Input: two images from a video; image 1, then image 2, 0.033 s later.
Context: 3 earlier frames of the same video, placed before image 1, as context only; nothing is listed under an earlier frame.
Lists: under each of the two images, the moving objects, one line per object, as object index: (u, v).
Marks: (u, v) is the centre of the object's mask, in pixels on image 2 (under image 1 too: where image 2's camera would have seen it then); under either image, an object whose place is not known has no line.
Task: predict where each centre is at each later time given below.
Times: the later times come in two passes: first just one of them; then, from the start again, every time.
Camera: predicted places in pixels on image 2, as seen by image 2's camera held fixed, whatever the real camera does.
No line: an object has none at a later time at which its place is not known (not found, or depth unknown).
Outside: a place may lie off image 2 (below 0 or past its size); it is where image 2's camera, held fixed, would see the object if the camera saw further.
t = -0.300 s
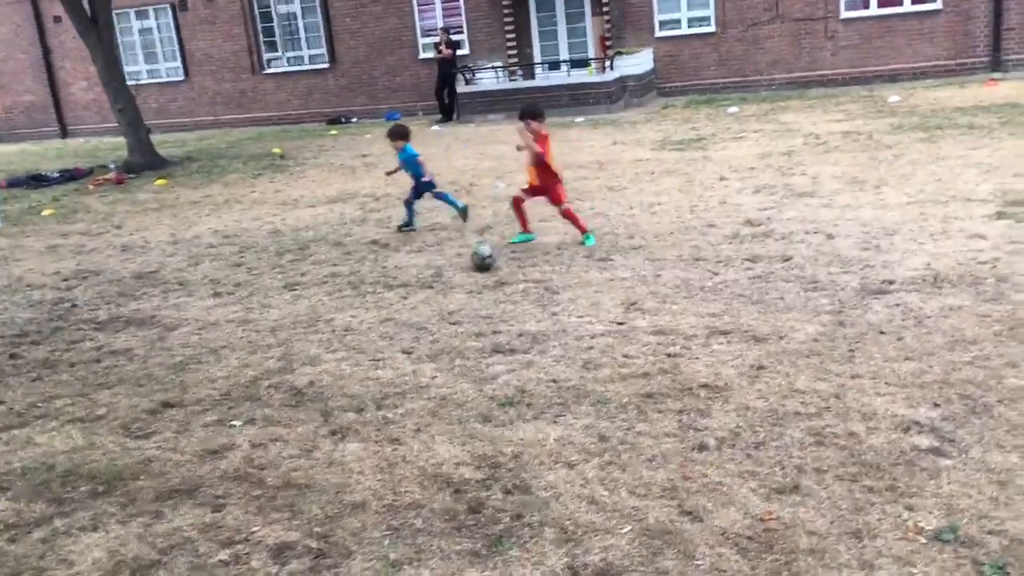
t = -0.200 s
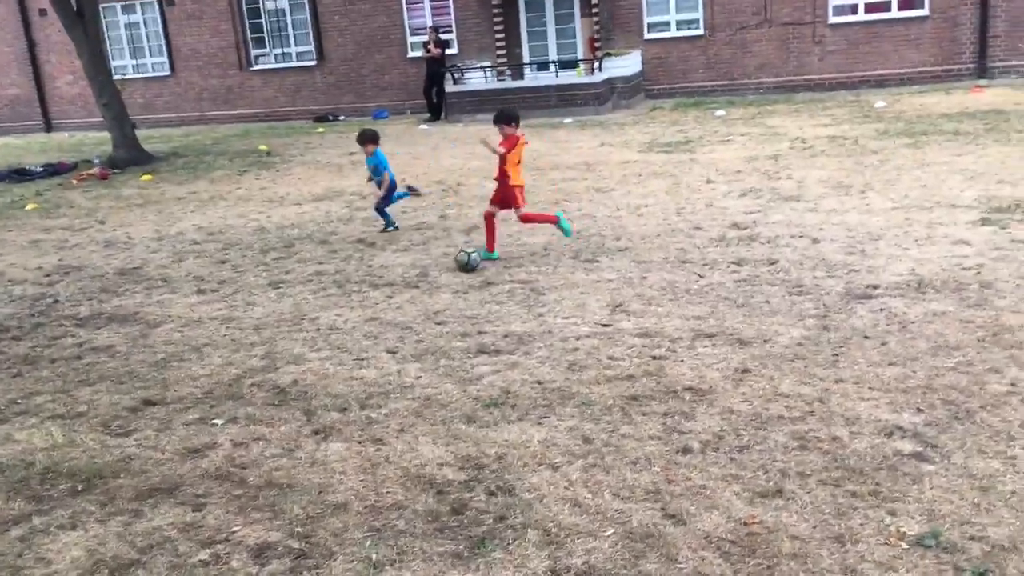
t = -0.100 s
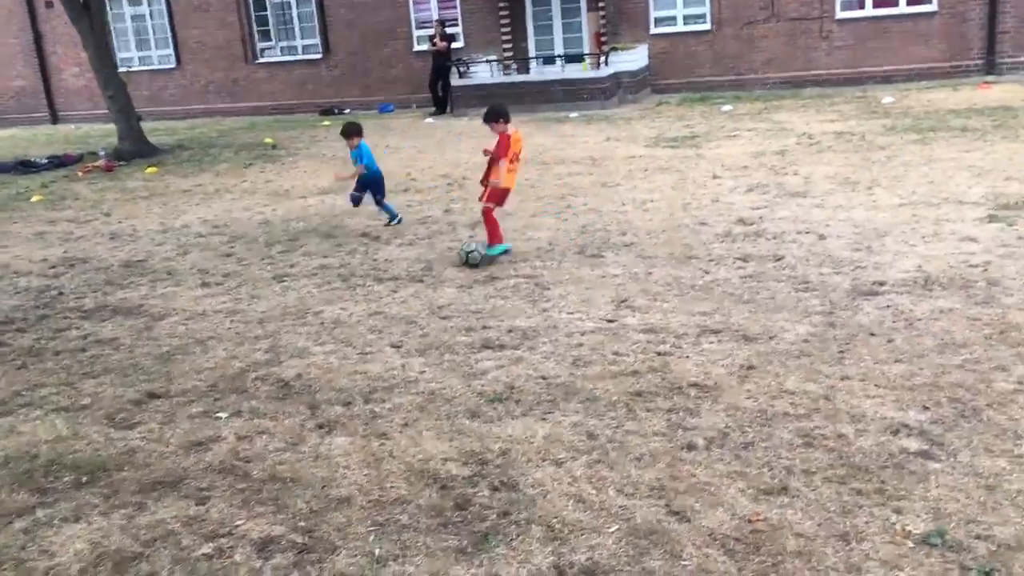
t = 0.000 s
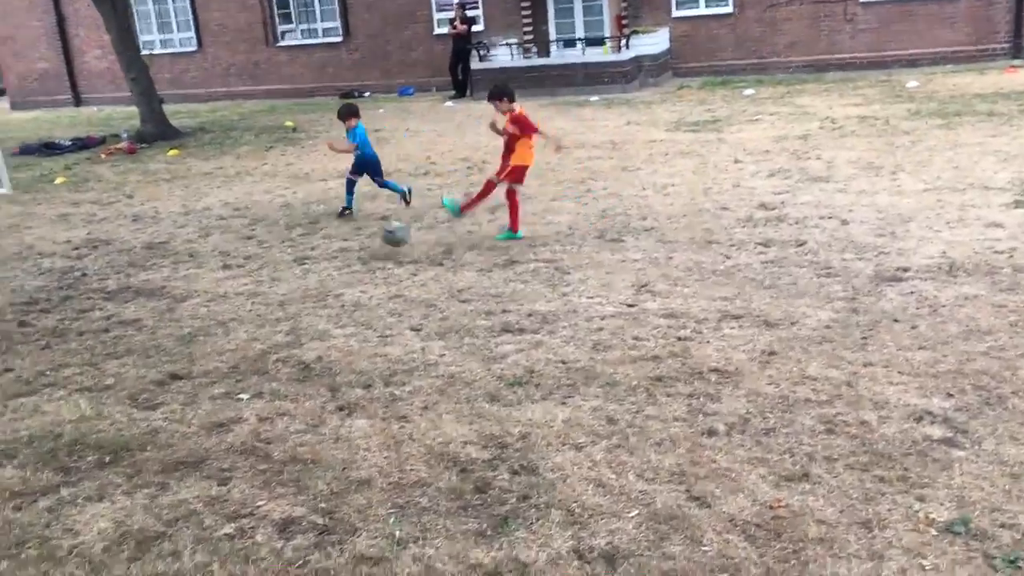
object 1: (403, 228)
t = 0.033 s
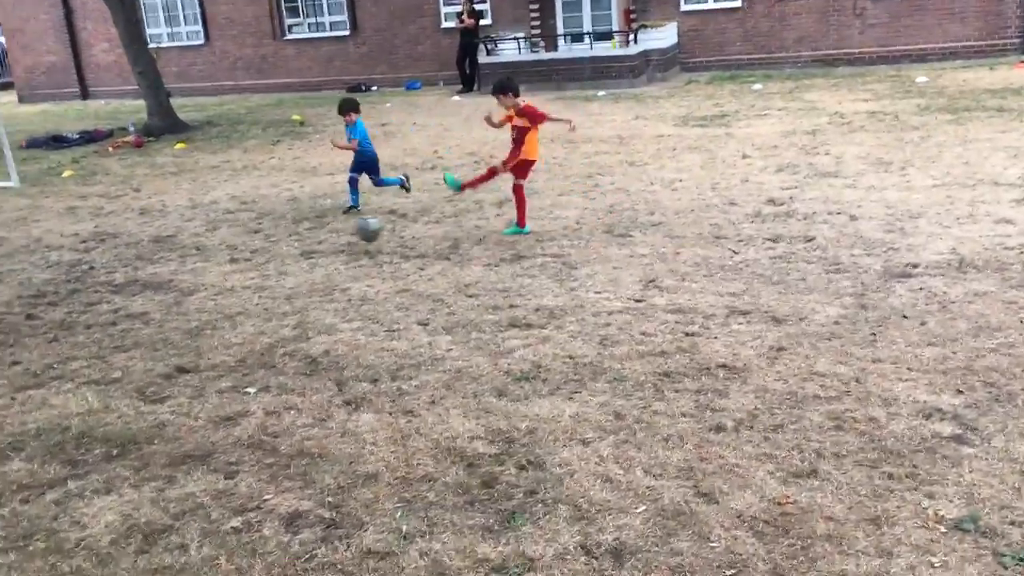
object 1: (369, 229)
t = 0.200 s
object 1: (205, 250)
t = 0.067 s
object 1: (334, 233)
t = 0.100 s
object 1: (300, 232)
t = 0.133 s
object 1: (270, 237)
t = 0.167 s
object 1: (238, 245)
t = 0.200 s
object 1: (205, 250)
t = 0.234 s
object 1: (179, 251)
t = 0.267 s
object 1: (156, 245)
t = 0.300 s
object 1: (135, 240)
